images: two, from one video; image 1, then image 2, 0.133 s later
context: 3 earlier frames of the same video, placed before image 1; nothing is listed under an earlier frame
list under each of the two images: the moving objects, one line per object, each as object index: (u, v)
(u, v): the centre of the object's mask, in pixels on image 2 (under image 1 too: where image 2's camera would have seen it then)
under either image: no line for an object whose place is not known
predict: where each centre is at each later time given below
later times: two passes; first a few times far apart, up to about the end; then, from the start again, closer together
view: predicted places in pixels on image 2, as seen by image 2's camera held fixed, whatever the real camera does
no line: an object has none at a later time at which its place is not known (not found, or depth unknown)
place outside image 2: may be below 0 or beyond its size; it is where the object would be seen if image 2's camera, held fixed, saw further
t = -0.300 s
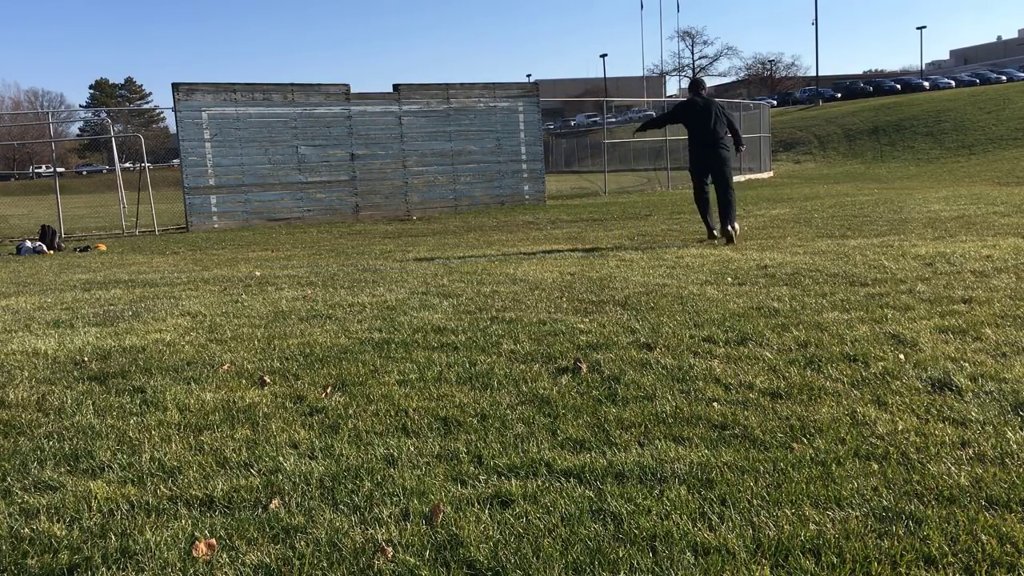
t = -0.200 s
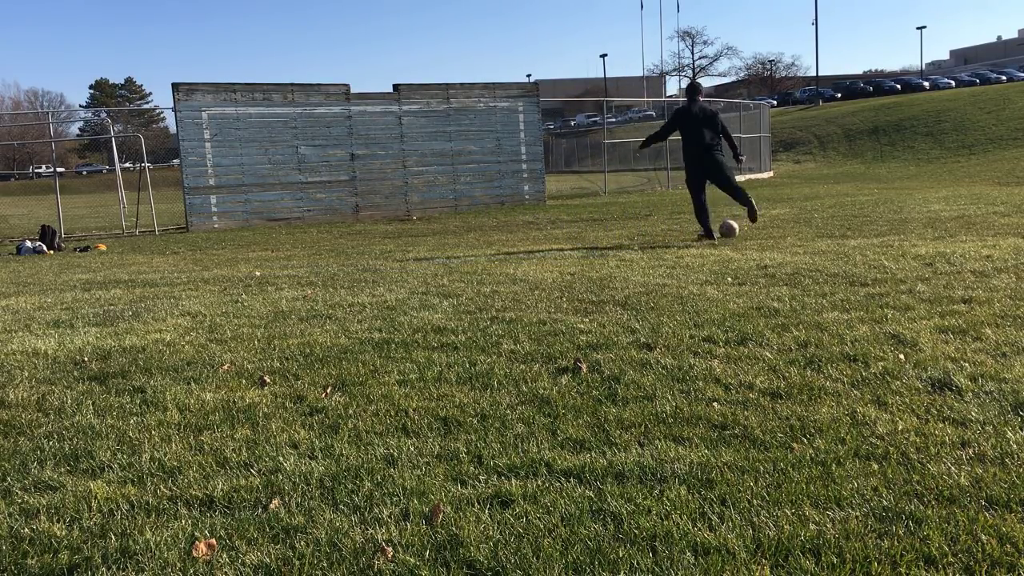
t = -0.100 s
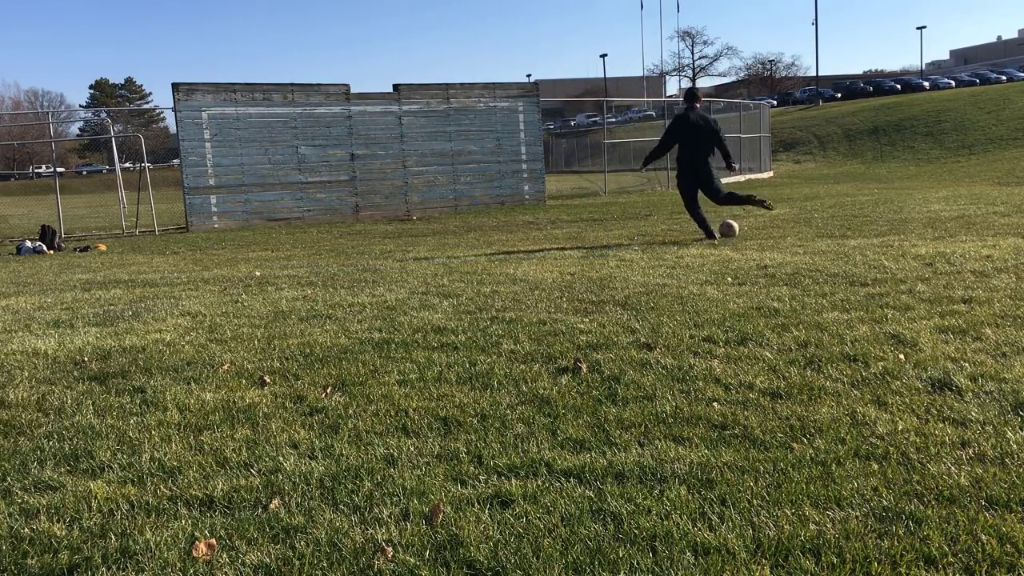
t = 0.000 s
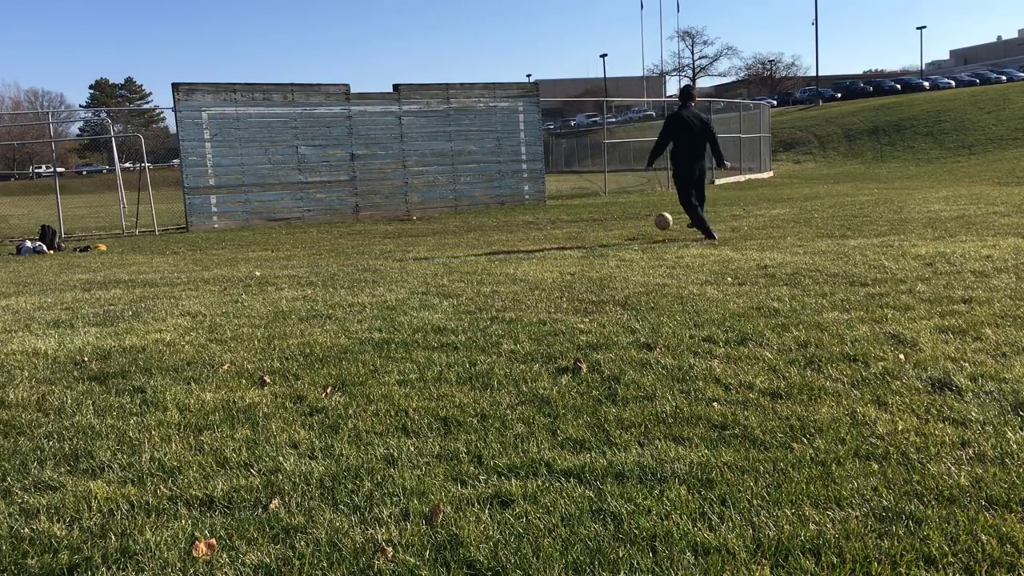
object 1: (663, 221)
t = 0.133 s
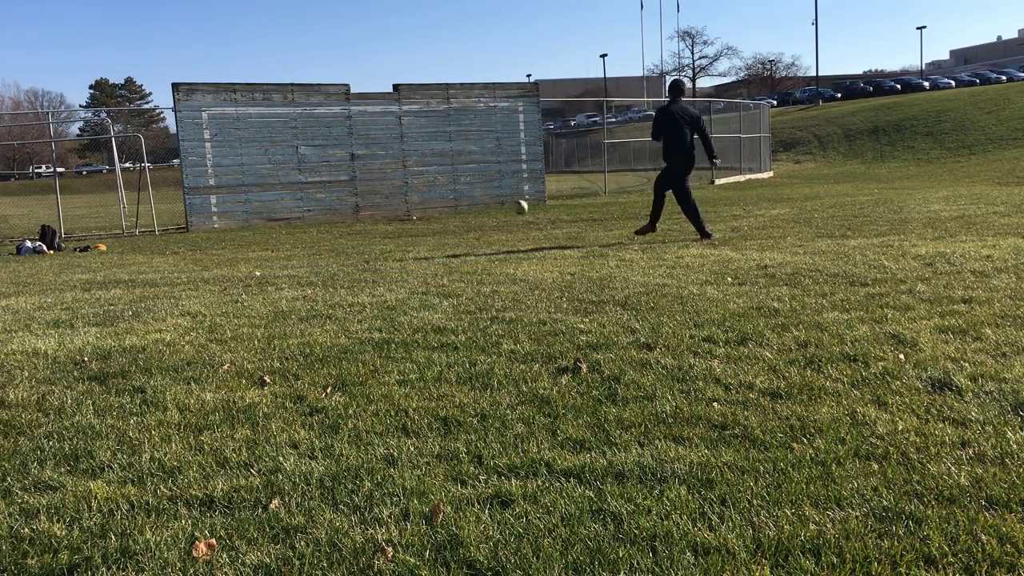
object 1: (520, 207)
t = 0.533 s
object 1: (279, 215)
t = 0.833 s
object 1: (297, 172)
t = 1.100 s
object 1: (333, 163)
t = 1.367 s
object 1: (381, 196)
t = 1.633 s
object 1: (430, 217)
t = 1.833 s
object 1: (462, 196)
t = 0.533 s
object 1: (279, 215)
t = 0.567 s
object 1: (266, 209)
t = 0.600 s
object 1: (270, 203)
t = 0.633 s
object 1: (273, 197)
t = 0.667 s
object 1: (277, 192)
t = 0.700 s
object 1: (281, 187)
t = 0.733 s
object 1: (285, 184)
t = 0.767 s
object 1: (288, 180)
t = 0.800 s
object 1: (293, 175)
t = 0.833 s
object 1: (297, 172)
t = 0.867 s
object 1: (301, 169)
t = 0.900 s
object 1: (305, 167)
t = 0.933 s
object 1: (310, 165)
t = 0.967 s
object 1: (314, 163)
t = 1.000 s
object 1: (319, 163)
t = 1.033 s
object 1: (324, 162)
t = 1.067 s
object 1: (328, 162)
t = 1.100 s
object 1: (333, 163)
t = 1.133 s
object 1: (339, 165)
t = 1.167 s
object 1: (344, 167)
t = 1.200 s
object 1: (350, 170)
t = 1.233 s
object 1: (356, 173)
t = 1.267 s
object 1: (362, 178)
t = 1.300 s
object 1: (368, 183)
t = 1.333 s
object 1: (375, 189)
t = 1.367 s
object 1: (381, 196)
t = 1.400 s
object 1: (388, 204)
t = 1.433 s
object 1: (396, 212)
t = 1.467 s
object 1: (403, 222)
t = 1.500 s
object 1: (410, 233)
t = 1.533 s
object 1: (417, 238)
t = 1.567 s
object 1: (421, 230)
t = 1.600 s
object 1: (425, 224)
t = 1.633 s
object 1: (430, 217)
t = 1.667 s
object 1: (435, 211)
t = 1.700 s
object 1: (440, 207)
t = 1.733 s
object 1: (444, 202)
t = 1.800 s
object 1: (455, 197)
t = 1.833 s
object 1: (462, 196)
